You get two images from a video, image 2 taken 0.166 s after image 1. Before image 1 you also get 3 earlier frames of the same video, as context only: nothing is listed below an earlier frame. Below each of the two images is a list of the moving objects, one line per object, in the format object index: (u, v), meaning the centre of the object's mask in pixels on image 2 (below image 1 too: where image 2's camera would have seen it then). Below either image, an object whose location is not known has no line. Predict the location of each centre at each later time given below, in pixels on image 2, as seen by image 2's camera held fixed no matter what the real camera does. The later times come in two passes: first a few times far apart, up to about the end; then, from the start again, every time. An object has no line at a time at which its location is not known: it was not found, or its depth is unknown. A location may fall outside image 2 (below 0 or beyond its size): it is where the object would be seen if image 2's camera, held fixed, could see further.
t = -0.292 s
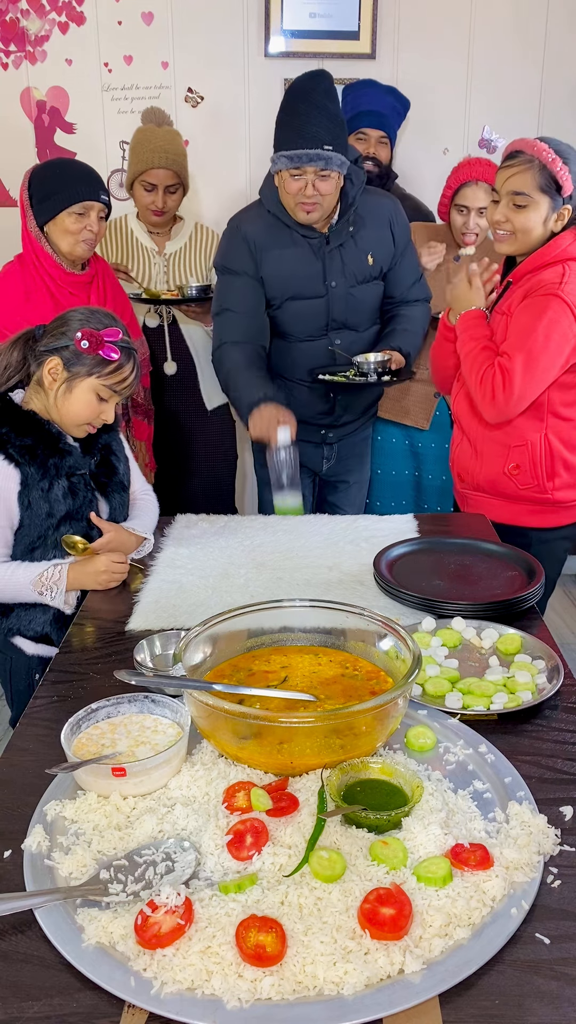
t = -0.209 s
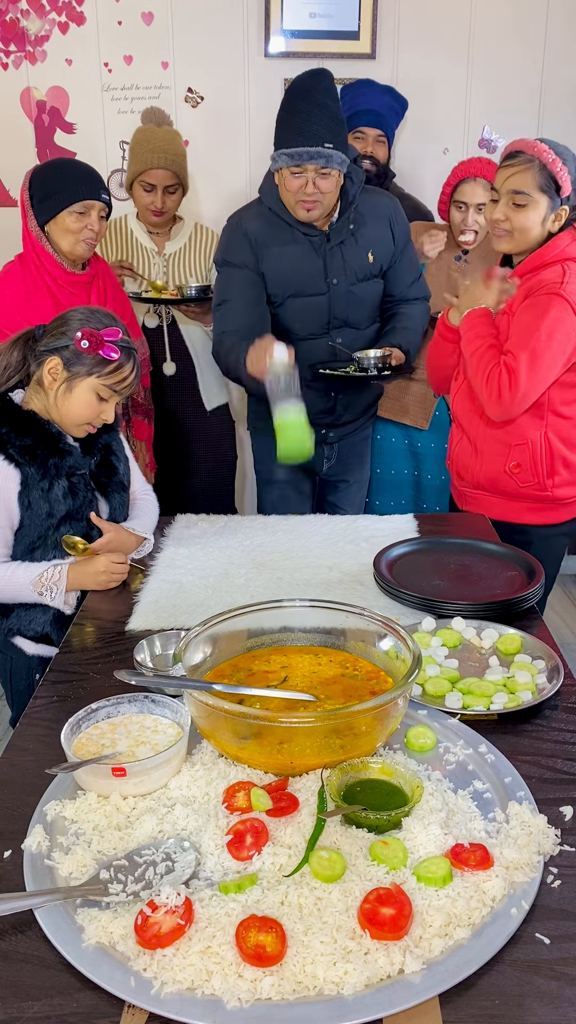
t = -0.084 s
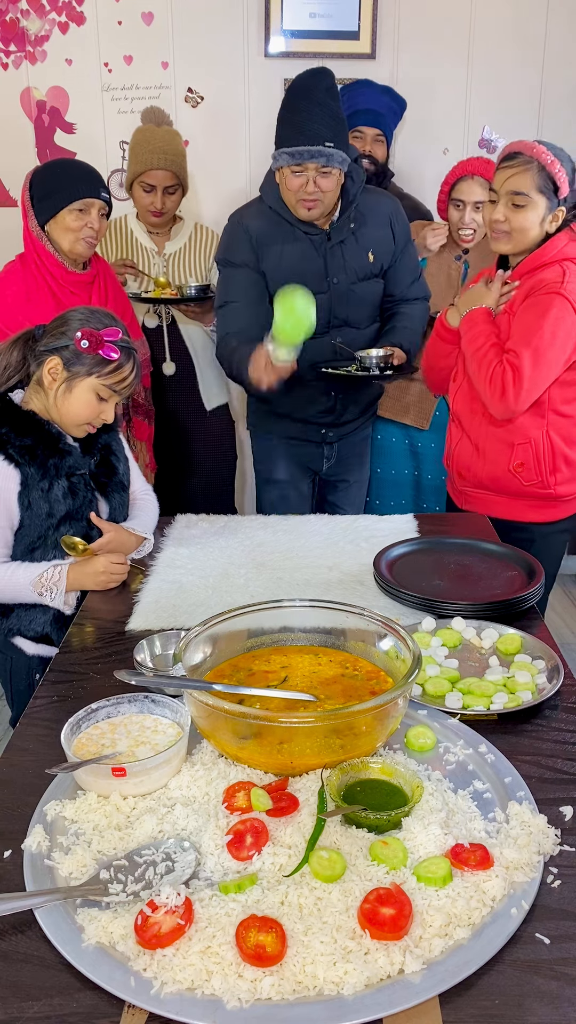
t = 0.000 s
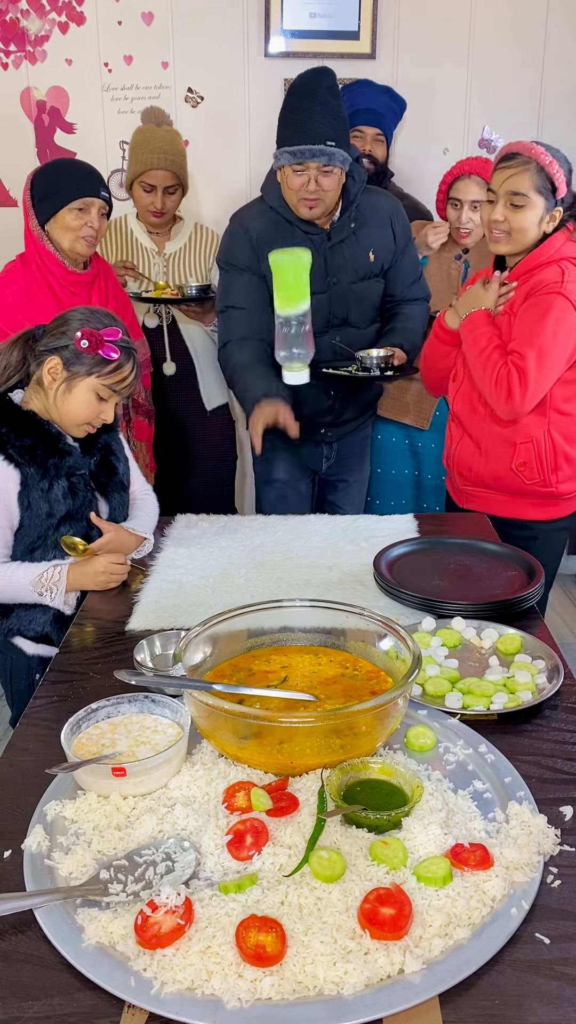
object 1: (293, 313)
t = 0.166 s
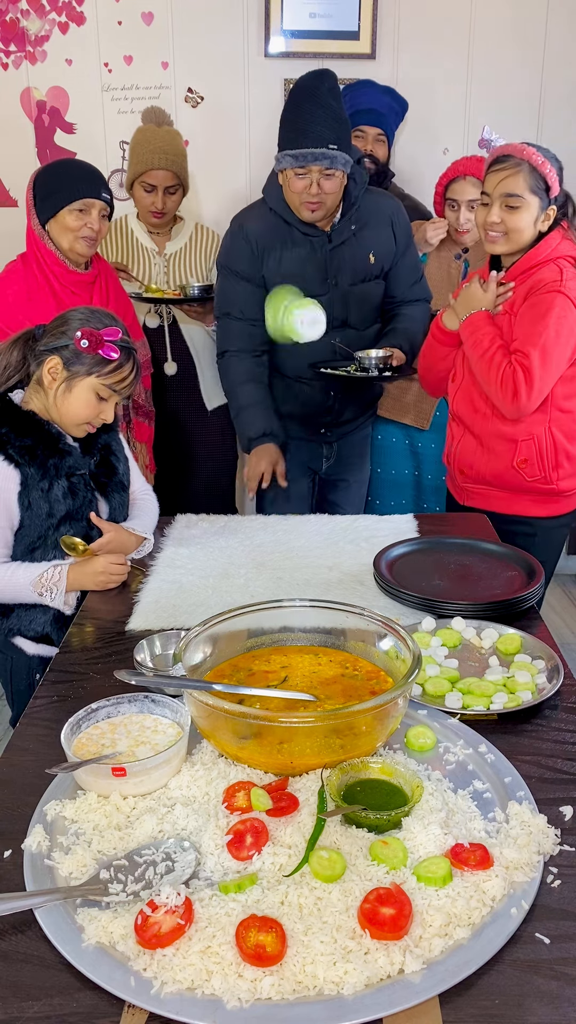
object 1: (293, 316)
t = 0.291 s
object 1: (295, 415)
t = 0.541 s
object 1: (285, 487)
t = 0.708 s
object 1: (287, 487)
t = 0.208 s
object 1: (294, 343)
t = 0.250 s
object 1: (295, 374)
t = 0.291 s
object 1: (295, 415)
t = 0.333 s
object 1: (294, 457)
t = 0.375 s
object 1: (293, 485)
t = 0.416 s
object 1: (291, 485)
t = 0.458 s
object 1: (289, 486)
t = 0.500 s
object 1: (286, 486)
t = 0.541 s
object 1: (285, 487)
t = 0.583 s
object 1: (286, 486)
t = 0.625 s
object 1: (288, 486)
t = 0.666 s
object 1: (287, 486)
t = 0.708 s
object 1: (287, 487)
